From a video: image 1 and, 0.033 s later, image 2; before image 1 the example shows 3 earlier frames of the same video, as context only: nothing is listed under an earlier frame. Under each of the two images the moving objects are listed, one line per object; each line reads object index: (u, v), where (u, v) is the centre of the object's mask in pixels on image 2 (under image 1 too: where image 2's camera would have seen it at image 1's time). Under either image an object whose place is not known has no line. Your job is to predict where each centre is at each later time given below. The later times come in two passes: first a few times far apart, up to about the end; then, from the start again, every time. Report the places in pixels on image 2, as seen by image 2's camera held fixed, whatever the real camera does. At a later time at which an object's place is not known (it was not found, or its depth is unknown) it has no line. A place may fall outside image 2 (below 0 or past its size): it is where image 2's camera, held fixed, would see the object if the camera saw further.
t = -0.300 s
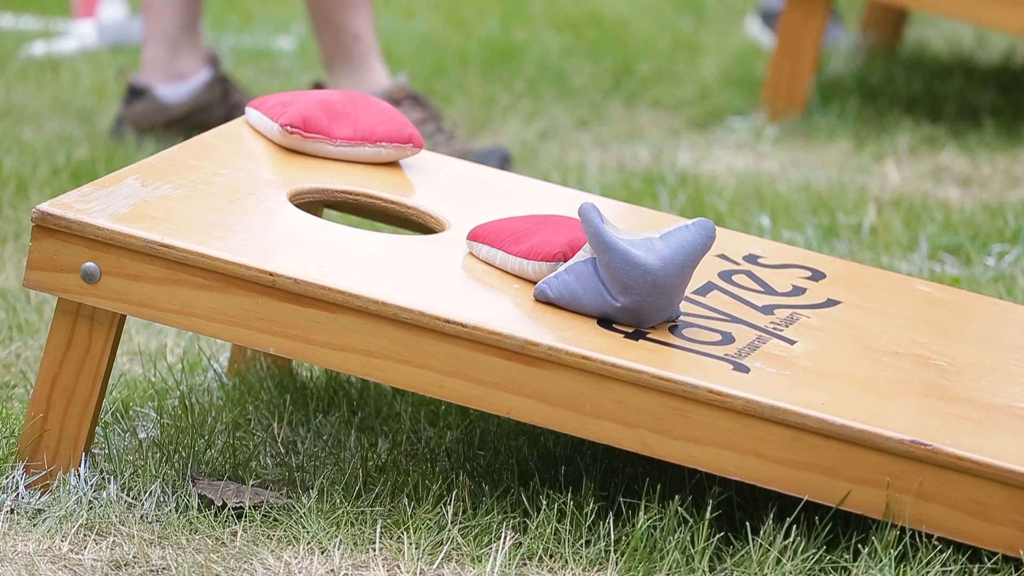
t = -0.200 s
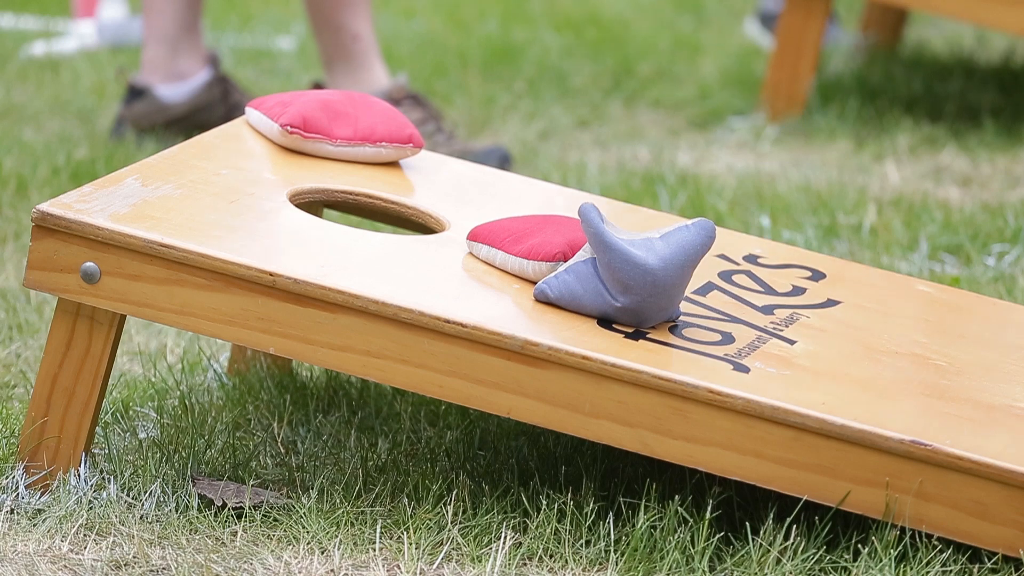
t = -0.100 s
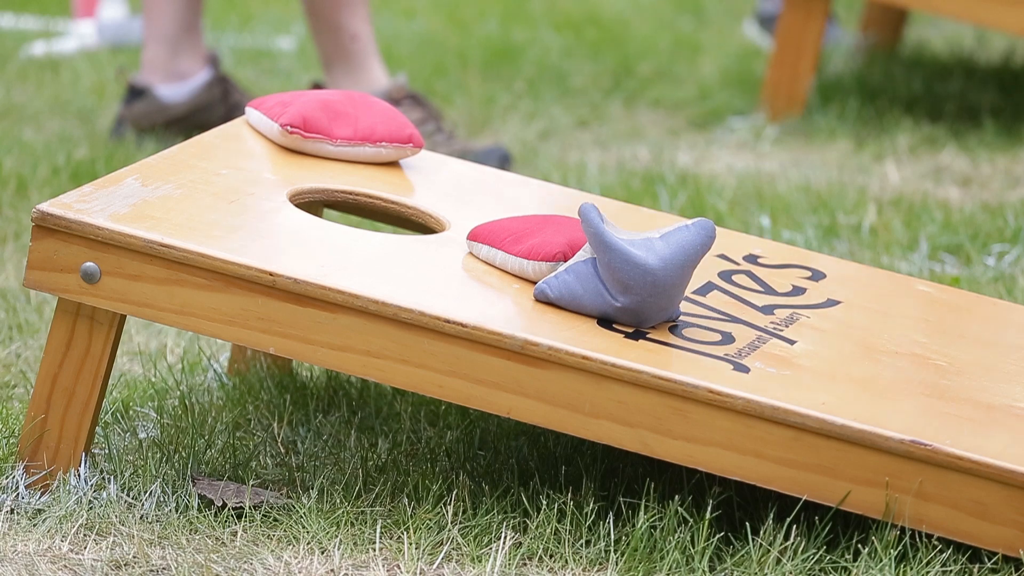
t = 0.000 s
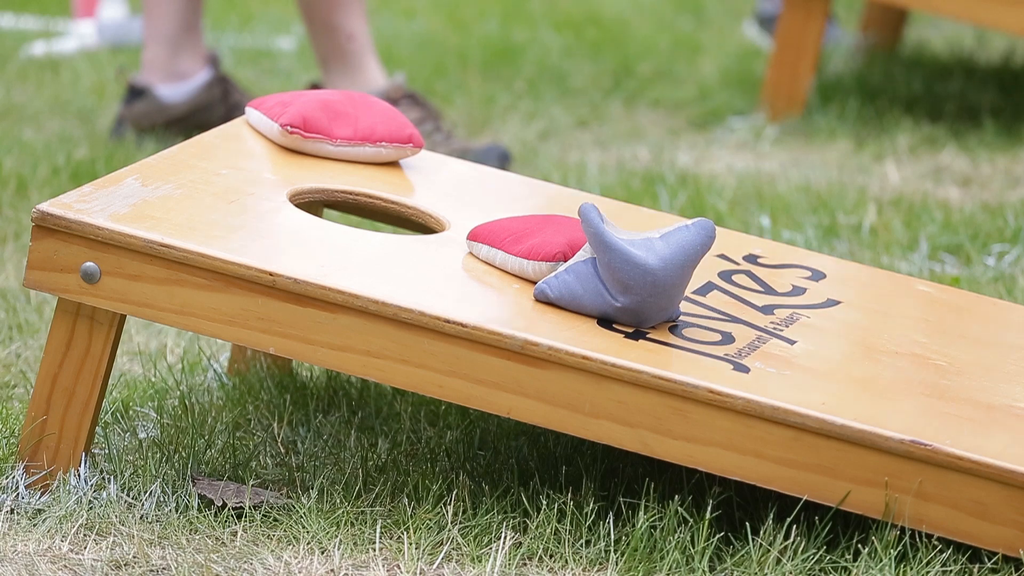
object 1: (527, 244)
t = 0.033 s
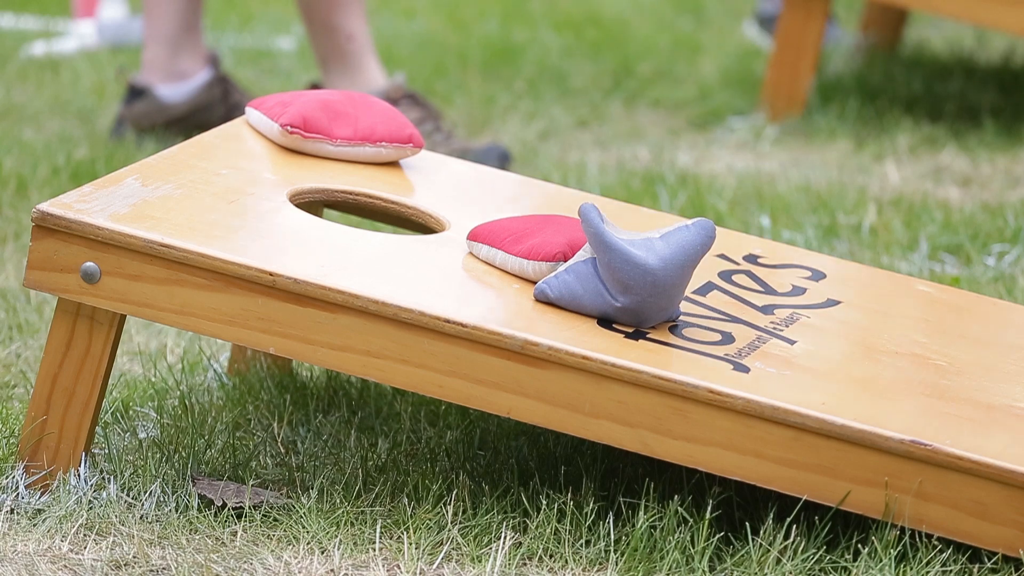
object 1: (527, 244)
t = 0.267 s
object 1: (527, 244)
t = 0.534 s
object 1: (527, 241)
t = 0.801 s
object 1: (507, 244)
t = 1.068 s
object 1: (507, 244)
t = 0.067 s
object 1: (527, 244)
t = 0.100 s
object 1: (528, 244)
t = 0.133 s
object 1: (527, 244)
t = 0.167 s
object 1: (527, 244)
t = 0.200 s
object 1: (527, 244)
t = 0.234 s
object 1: (527, 244)
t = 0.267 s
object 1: (527, 244)
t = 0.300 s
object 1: (527, 244)
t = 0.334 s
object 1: (527, 244)
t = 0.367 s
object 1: (527, 244)
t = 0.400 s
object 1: (527, 244)
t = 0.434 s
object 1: (527, 244)
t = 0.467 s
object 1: (528, 242)
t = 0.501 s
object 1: (528, 244)
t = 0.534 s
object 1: (527, 241)
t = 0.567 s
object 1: (520, 240)
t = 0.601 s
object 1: (514, 241)
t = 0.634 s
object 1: (511, 241)
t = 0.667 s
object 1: (509, 242)
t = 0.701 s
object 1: (509, 242)
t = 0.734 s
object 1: (508, 243)
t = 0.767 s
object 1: (507, 244)
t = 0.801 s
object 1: (507, 244)
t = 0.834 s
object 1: (507, 244)
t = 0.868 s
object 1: (507, 244)
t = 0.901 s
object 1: (507, 244)
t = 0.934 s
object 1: (507, 244)
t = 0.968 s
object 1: (507, 244)
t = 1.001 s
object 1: (507, 244)
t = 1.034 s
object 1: (507, 244)
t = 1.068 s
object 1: (507, 244)
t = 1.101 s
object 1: (507, 244)
